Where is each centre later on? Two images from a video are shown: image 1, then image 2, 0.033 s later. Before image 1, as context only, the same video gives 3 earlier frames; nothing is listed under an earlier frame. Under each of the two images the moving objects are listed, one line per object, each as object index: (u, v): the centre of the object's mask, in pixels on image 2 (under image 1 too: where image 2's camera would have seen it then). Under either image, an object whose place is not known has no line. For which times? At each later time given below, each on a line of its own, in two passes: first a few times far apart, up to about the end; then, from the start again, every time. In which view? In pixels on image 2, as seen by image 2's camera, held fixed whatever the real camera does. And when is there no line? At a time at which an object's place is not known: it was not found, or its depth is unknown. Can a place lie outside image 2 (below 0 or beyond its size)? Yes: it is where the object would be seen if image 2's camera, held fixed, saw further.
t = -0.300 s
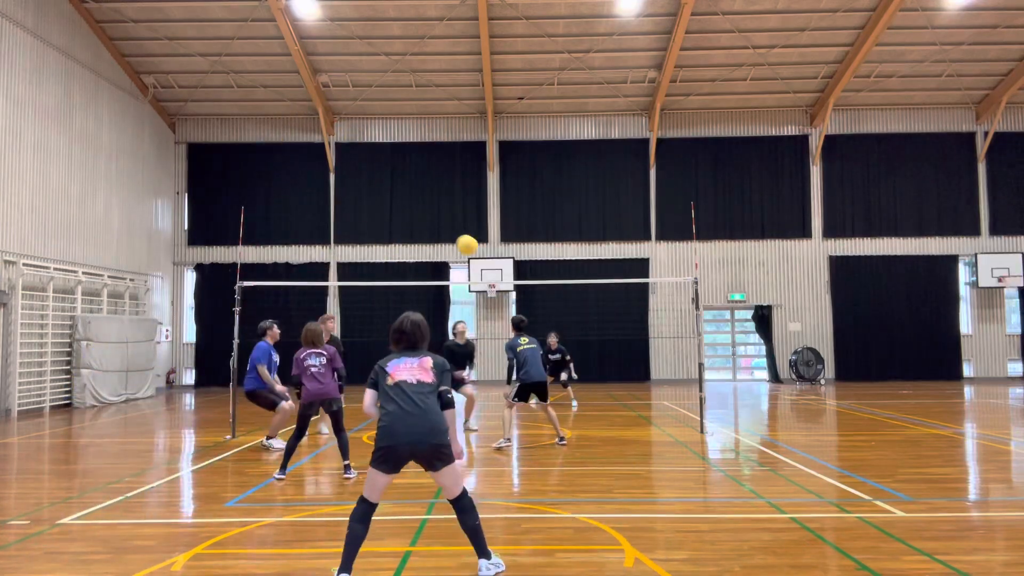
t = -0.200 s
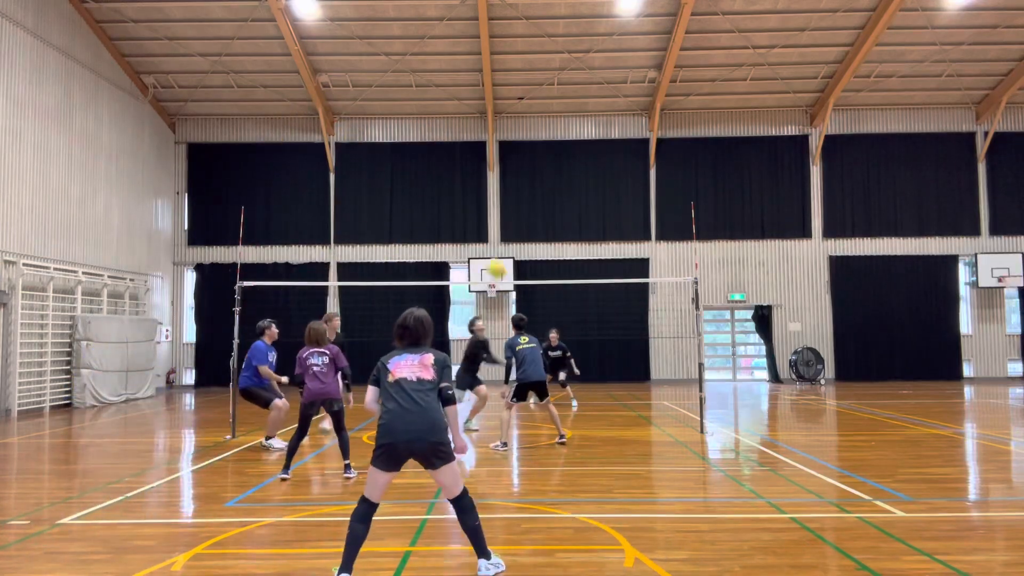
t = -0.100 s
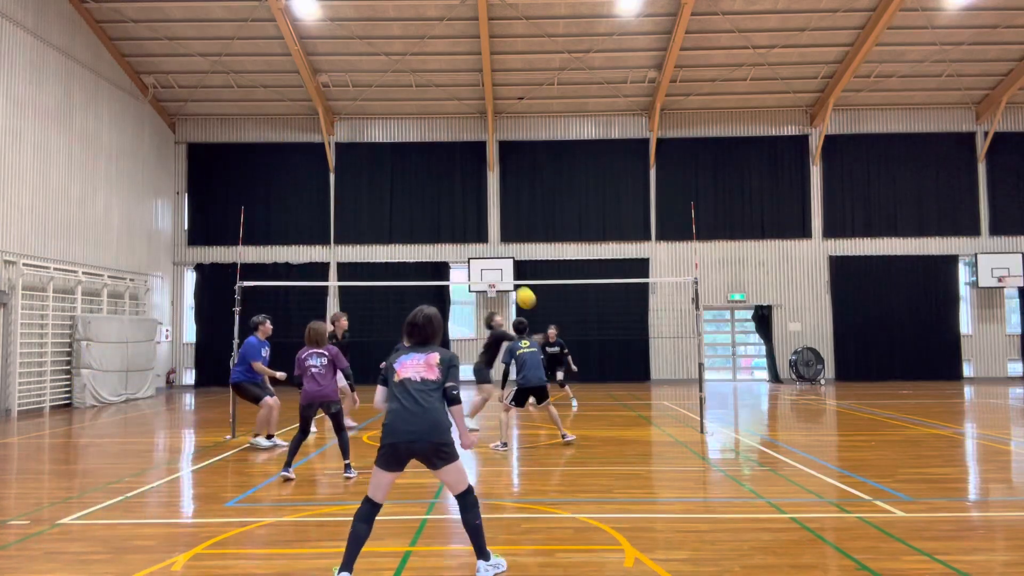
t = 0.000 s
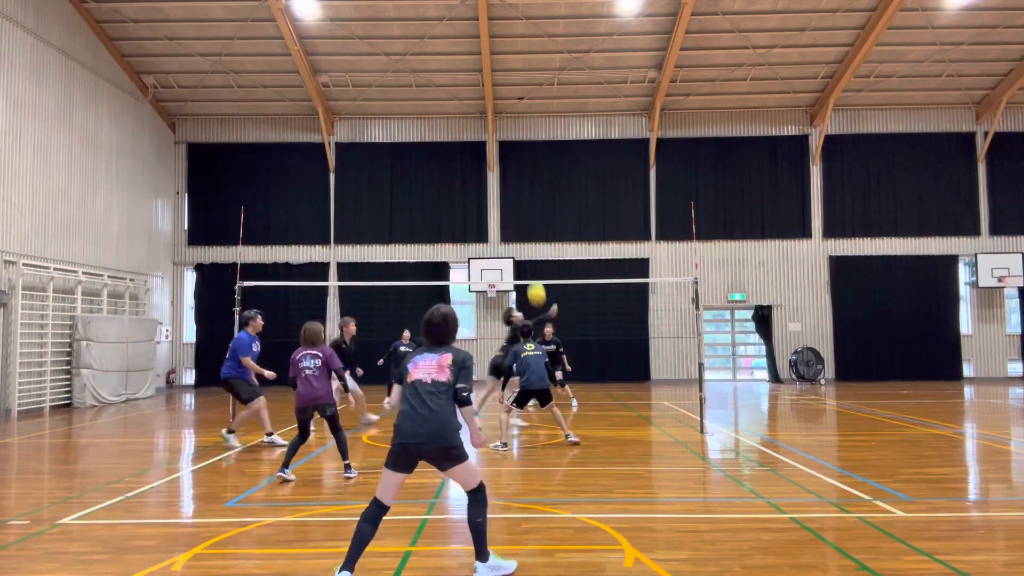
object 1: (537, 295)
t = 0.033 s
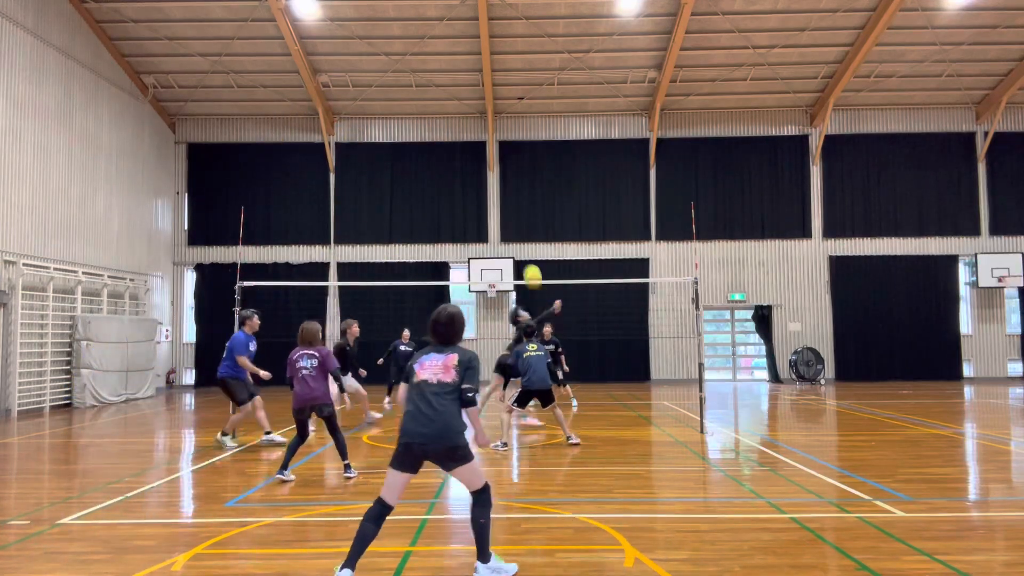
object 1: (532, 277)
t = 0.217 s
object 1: (510, 197)
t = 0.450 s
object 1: (486, 132)
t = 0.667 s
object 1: (464, 104)
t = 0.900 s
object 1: (442, 111)
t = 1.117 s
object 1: (423, 151)
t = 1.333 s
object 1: (407, 218)
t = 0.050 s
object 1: (530, 269)
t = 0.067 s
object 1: (529, 261)
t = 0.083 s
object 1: (526, 252)
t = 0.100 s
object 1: (524, 243)
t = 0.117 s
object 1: (522, 236)
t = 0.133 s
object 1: (520, 230)
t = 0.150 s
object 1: (518, 222)
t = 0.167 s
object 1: (515, 216)
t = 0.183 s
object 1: (513, 209)
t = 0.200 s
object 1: (511, 203)
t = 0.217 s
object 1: (510, 197)
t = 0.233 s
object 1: (508, 191)
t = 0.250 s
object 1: (506, 185)
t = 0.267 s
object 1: (504, 180)
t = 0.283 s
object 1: (502, 174)
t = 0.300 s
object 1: (500, 169)
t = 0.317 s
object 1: (499, 164)
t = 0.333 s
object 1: (496, 160)
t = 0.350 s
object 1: (495, 155)
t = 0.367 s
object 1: (493, 151)
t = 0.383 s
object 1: (491, 146)
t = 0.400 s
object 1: (490, 143)
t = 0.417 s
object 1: (488, 139)
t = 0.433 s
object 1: (486, 135)
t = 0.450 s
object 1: (486, 132)
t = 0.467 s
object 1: (483, 129)
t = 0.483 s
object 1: (482, 126)
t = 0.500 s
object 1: (480, 122)
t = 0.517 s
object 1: (479, 121)
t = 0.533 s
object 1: (477, 118)
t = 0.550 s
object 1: (475, 115)
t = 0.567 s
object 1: (474, 113)
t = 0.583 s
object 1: (472, 111)
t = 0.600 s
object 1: (471, 110)
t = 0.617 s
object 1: (469, 108)
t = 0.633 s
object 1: (467, 107)
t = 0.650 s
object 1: (466, 105)
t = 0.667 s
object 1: (464, 104)
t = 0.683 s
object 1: (462, 104)
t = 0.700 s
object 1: (461, 103)
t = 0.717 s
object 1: (459, 103)
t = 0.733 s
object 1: (458, 103)
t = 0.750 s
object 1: (456, 103)
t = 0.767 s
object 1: (454, 103)
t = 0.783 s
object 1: (453, 103)
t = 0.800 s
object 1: (451, 104)
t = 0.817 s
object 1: (449, 104)
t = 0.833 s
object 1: (448, 106)
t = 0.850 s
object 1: (447, 107)
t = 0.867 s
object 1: (445, 108)
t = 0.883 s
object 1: (443, 109)
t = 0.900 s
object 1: (442, 111)
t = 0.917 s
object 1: (440, 112)
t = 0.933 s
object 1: (439, 115)
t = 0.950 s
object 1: (437, 117)
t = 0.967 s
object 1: (436, 119)
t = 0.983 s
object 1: (434, 122)
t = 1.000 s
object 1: (433, 126)
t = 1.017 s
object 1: (431, 129)
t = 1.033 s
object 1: (430, 132)
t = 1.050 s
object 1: (428, 135)
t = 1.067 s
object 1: (427, 139)
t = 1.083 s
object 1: (426, 143)
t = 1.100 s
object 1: (424, 147)
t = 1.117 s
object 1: (423, 151)
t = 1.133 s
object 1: (422, 155)
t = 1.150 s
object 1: (420, 159)
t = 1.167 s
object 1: (419, 164)
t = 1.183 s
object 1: (418, 168)
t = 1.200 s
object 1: (417, 173)
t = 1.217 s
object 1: (415, 178)
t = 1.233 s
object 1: (414, 184)
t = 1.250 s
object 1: (413, 189)
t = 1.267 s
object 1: (412, 195)
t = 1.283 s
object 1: (410, 200)
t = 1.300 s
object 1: (409, 206)
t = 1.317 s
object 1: (408, 212)
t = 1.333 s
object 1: (407, 218)
